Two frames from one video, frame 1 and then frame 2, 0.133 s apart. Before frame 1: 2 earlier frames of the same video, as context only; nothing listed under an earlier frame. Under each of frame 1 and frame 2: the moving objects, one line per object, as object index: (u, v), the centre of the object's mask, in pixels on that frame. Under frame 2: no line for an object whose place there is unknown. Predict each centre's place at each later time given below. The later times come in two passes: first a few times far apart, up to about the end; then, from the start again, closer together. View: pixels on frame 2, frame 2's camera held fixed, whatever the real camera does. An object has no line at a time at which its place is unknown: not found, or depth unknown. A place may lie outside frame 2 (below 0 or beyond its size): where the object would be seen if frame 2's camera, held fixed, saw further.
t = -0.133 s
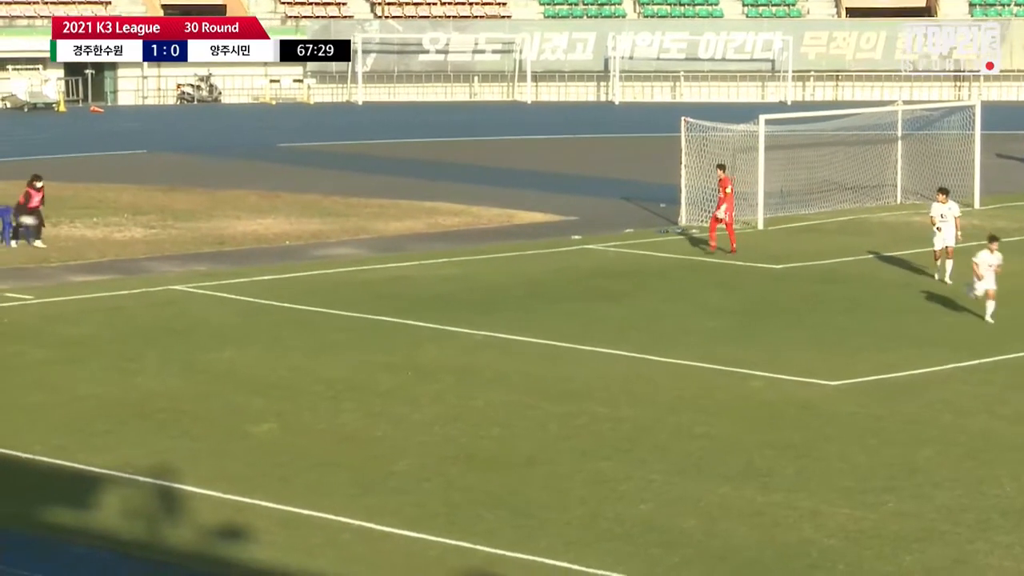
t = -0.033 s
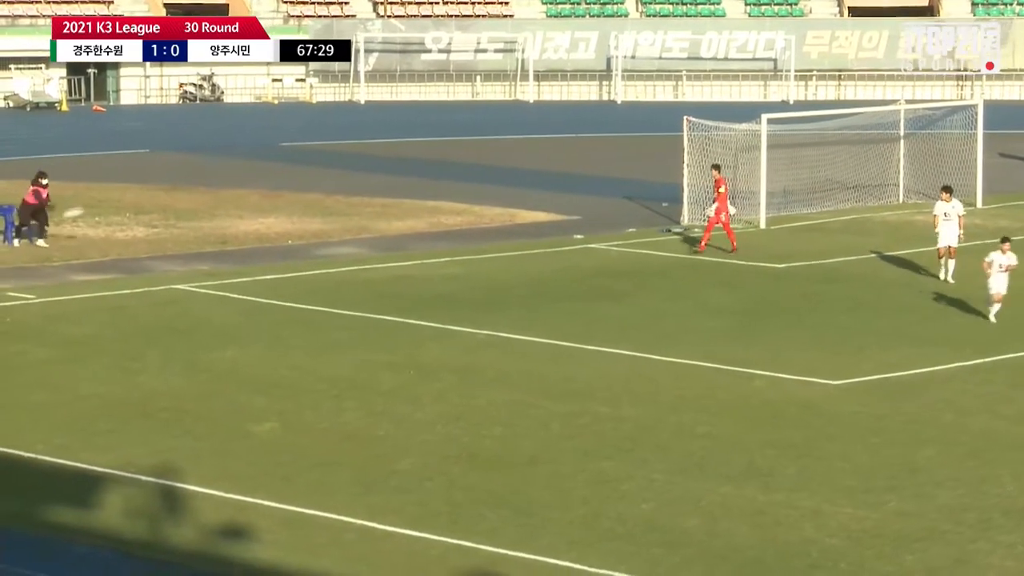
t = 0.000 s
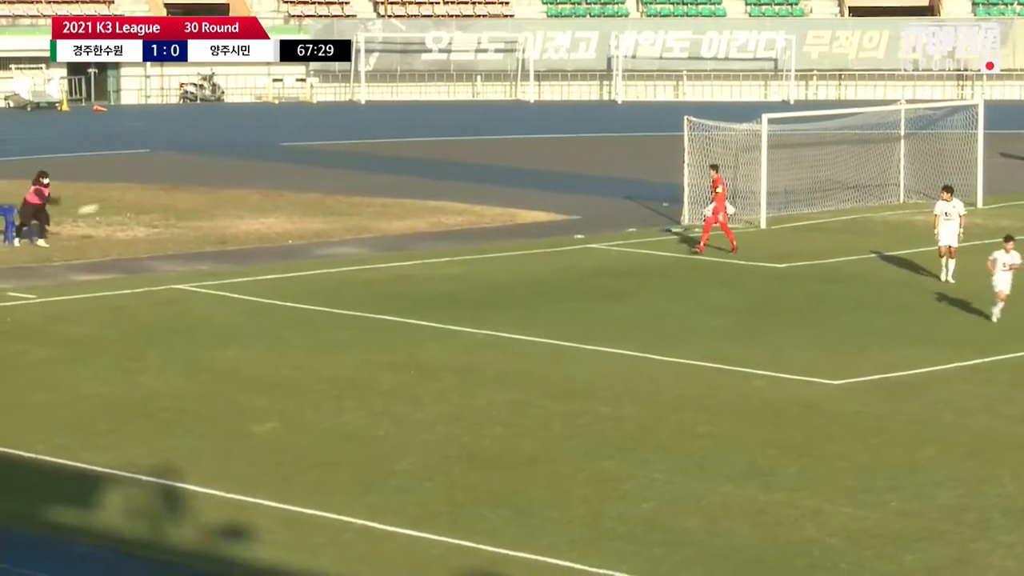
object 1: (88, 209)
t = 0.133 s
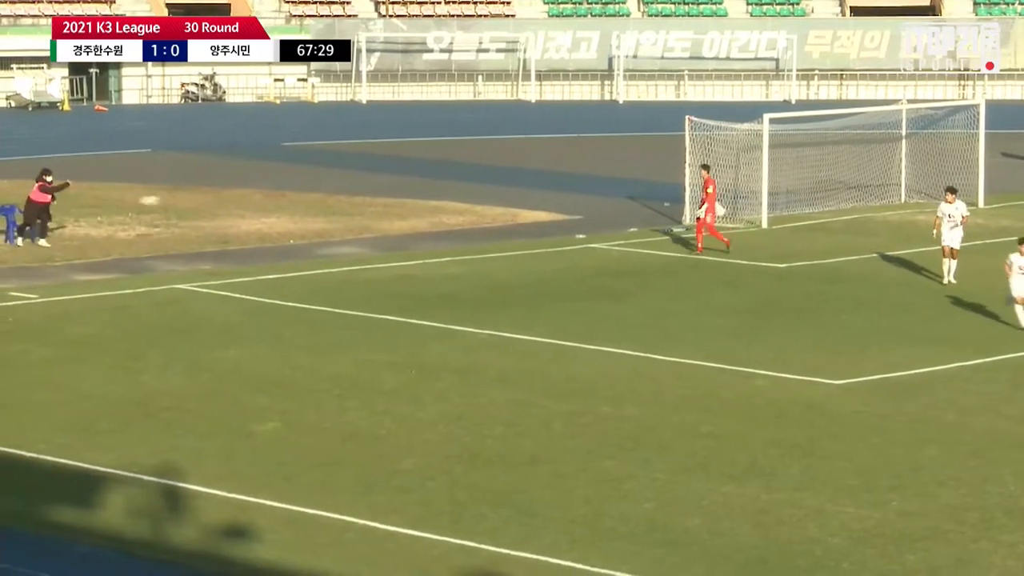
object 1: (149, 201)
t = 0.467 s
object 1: (294, 220)
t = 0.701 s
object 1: (379, 241)
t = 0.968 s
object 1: (443, 216)
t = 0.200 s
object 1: (179, 200)
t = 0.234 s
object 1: (193, 200)
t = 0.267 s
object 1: (208, 201)
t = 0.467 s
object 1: (294, 220)
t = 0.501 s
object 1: (308, 226)
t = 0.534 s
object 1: (321, 231)
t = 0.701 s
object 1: (379, 241)
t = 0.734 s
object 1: (388, 236)
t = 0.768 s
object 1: (395, 232)
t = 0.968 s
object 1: (443, 216)
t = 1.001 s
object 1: (452, 216)
